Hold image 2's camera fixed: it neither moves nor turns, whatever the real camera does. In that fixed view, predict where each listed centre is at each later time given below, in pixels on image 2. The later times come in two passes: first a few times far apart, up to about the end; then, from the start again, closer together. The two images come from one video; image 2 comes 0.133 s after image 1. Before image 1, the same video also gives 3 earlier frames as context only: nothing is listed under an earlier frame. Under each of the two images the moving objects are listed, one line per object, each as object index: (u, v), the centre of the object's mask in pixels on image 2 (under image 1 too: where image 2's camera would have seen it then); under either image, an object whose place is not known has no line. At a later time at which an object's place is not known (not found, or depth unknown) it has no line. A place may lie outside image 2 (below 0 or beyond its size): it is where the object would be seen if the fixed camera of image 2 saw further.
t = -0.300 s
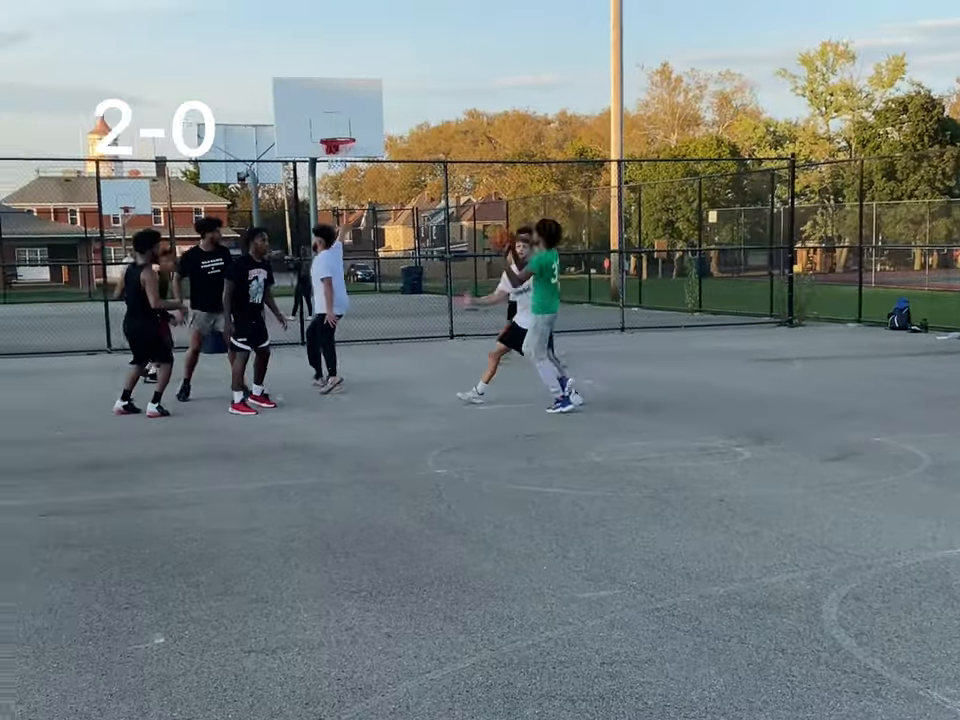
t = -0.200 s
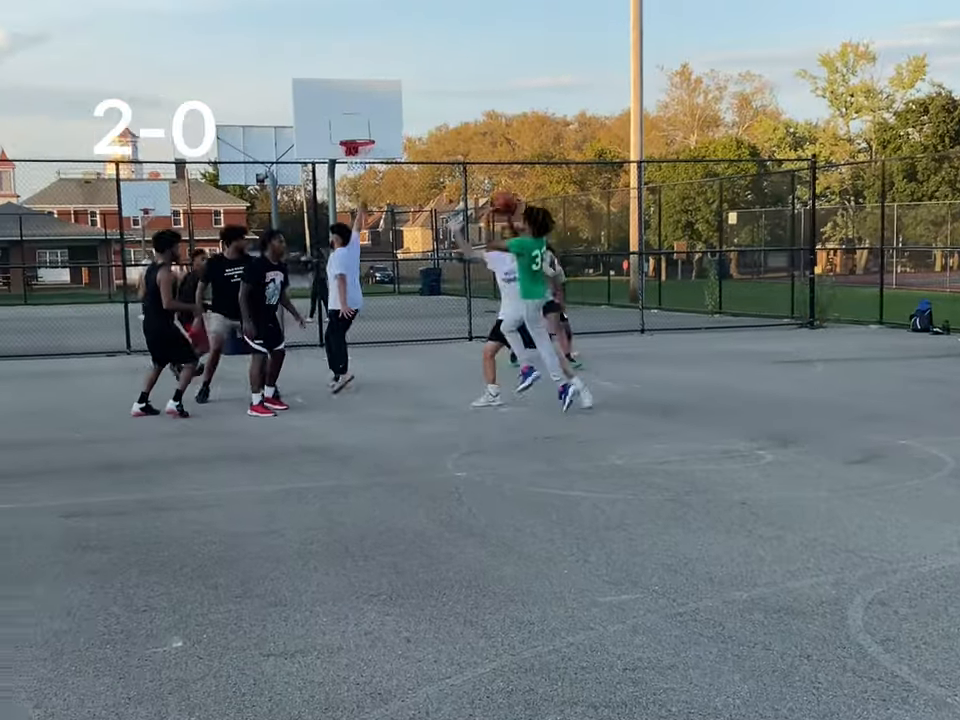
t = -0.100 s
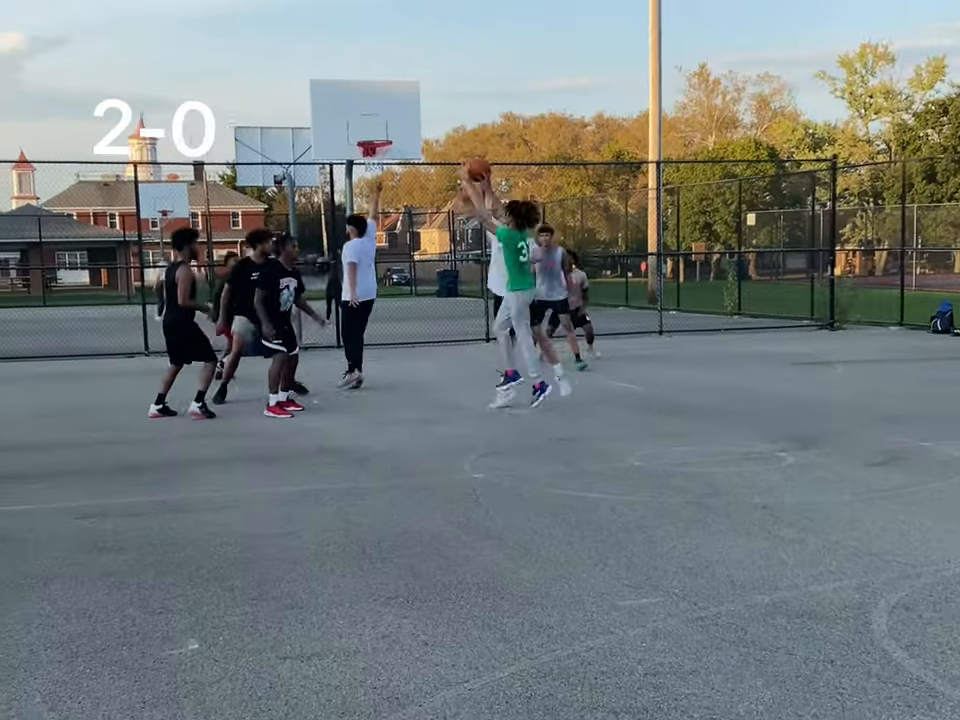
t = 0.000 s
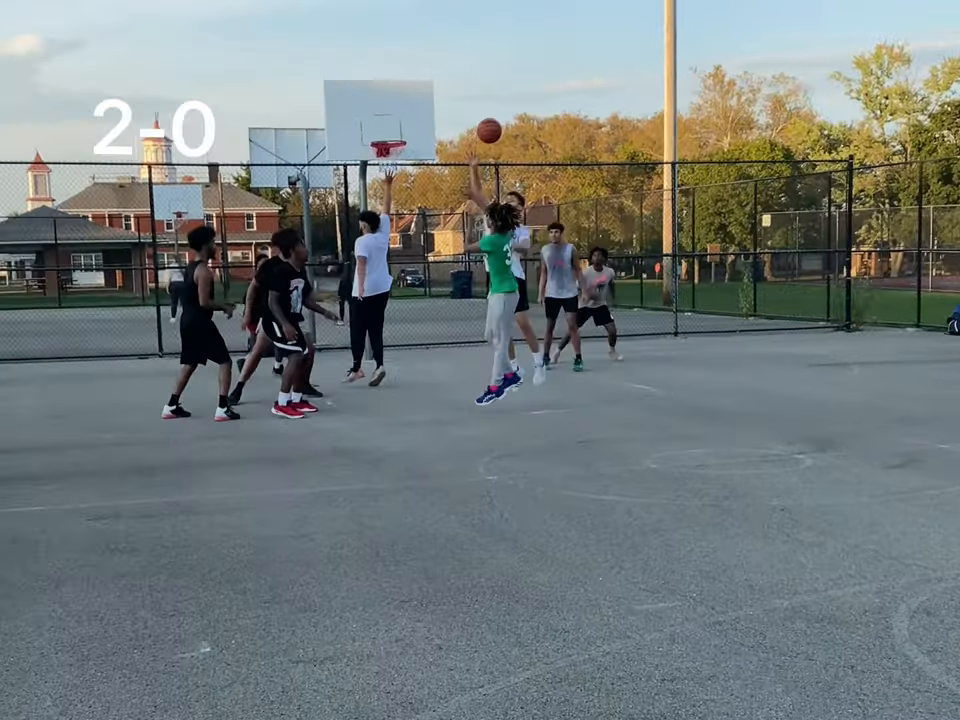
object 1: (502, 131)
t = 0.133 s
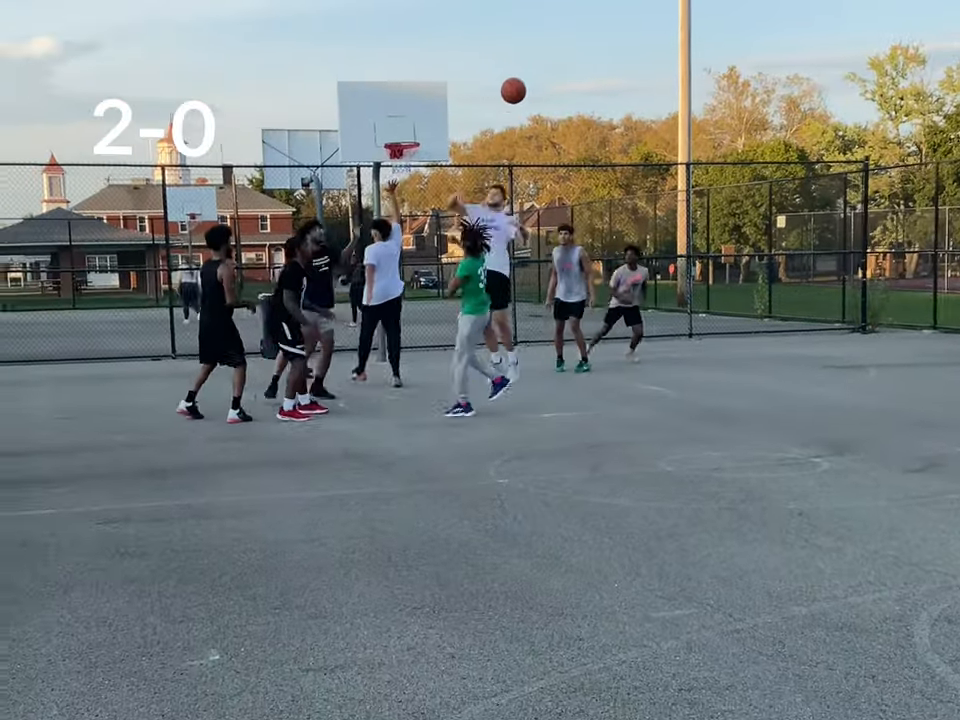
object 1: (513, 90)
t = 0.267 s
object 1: (524, 68)
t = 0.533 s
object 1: (547, 80)
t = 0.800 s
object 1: (575, 174)
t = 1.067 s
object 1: (606, 349)
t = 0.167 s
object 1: (516, 83)
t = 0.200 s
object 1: (518, 77)
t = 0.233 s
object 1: (521, 72)
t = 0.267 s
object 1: (524, 68)
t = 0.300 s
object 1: (526, 65)
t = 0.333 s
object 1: (530, 64)
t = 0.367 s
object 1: (532, 64)
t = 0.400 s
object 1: (535, 64)
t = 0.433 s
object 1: (538, 66)
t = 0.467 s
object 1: (541, 69)
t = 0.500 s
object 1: (544, 74)
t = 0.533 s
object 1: (547, 80)
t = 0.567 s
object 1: (551, 87)
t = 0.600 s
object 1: (554, 95)
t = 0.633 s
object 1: (557, 105)
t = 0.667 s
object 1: (560, 115)
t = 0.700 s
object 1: (564, 128)
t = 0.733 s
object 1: (568, 141)
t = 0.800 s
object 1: (575, 174)
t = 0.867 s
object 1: (581, 209)
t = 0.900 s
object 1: (585, 230)
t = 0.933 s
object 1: (589, 250)
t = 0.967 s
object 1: (594, 272)
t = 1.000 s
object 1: (597, 297)
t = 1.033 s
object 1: (602, 322)
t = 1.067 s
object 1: (606, 349)
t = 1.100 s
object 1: (609, 375)
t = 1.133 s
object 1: (612, 403)
